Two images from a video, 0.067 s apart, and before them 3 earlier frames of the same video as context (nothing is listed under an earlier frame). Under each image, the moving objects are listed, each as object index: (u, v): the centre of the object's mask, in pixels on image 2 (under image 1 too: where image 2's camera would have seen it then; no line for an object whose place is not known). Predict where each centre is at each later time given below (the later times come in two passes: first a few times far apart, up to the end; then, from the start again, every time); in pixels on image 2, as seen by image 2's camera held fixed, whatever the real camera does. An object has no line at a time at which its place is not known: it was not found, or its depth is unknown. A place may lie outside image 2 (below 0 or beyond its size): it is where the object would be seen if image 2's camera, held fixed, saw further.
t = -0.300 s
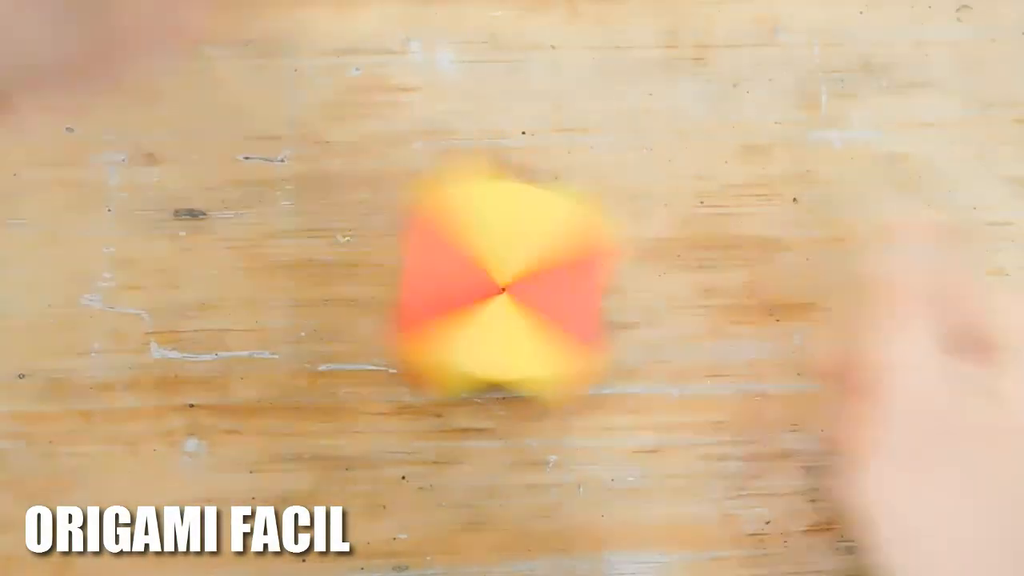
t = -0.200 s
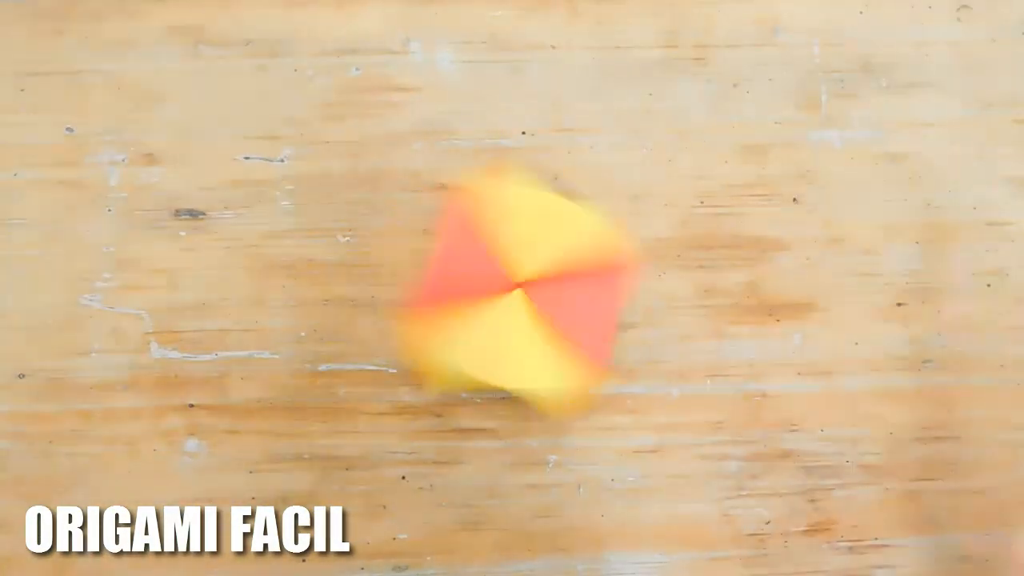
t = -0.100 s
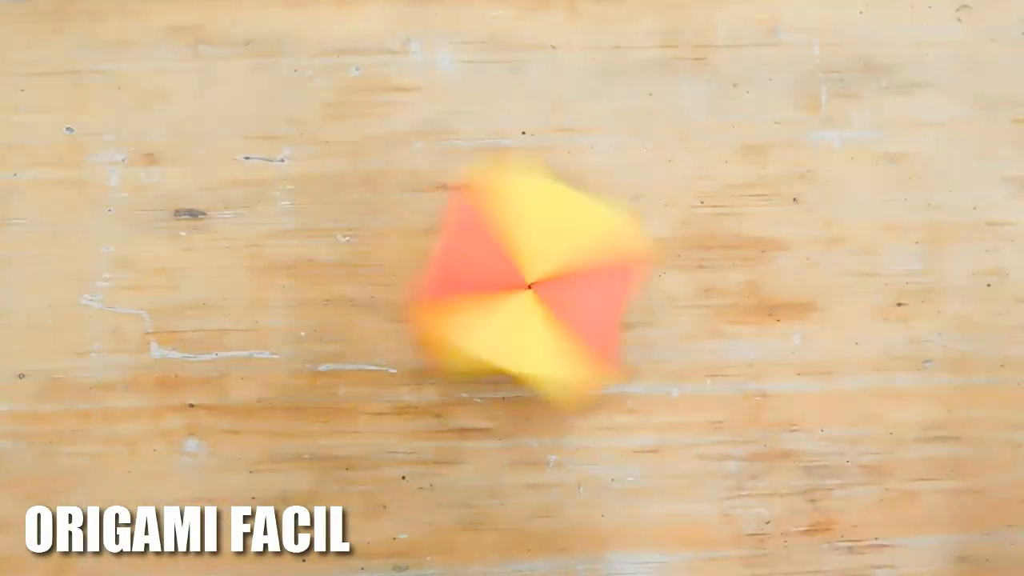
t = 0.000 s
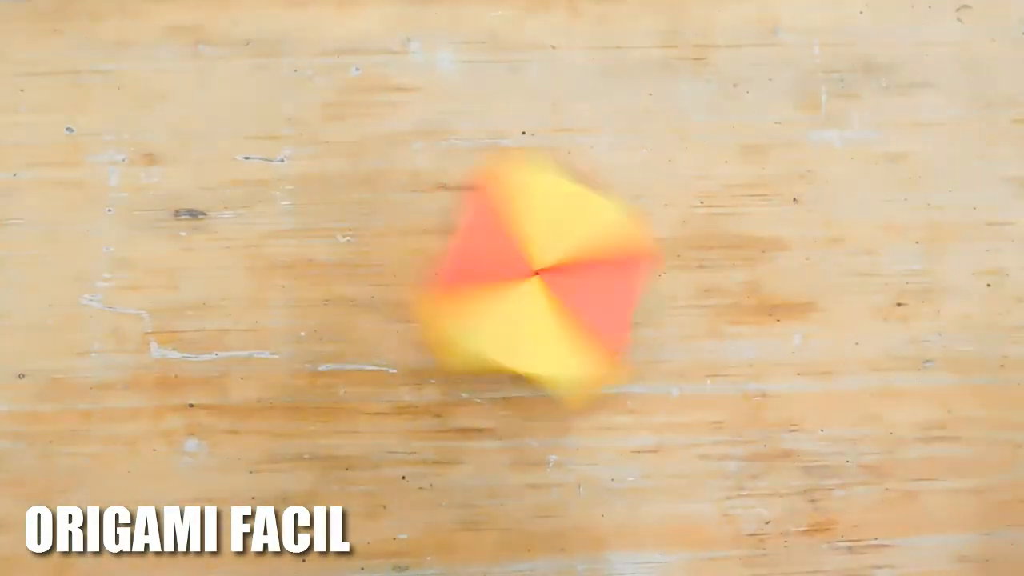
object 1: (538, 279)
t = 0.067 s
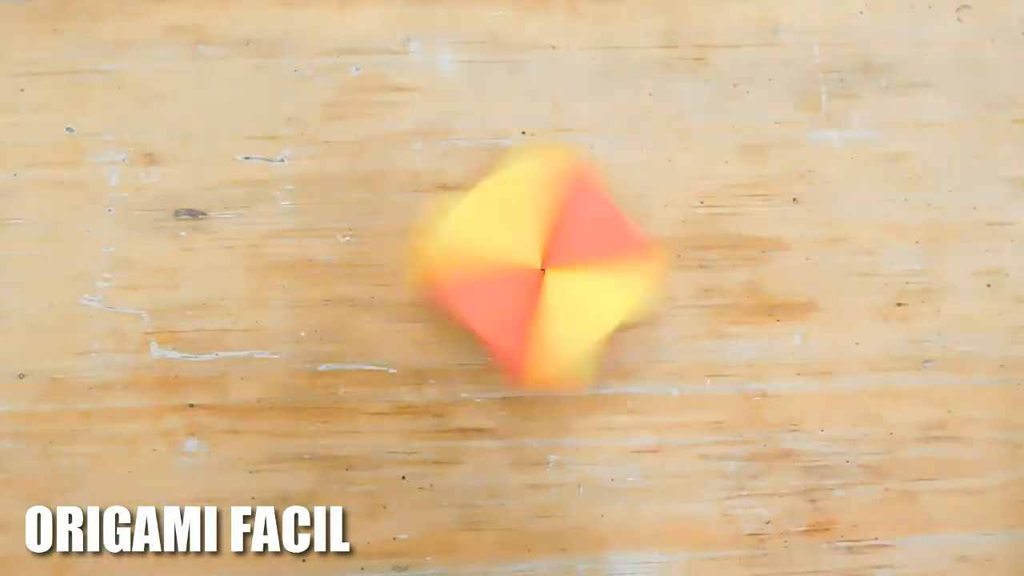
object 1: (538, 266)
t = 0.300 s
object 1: (541, 239)
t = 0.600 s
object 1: (526, 207)
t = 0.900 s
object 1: (485, 189)
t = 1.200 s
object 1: (460, 186)
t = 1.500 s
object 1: (438, 202)
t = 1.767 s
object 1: (427, 221)
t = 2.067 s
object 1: (427, 241)
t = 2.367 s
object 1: (430, 251)
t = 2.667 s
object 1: (440, 249)
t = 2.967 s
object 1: (445, 235)
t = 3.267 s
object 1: (441, 222)
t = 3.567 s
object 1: (431, 212)
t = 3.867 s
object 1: (415, 213)
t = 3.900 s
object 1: (415, 212)
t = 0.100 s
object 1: (542, 264)
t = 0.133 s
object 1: (542, 258)
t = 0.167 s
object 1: (547, 260)
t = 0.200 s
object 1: (544, 261)
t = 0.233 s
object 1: (539, 251)
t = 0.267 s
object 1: (540, 243)
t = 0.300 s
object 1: (541, 239)
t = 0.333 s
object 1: (541, 232)
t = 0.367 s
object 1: (544, 228)
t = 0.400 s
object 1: (541, 228)
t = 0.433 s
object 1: (534, 224)
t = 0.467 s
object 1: (531, 217)
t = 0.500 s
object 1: (531, 212)
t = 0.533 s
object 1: (529, 207)
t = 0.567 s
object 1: (526, 205)
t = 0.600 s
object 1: (526, 207)
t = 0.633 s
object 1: (519, 204)
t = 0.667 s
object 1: (513, 200)
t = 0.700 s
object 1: (510, 195)
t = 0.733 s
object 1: (510, 193)
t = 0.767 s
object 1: (505, 192)
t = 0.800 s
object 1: (504, 192)
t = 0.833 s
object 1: (499, 195)
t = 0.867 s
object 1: (492, 193)
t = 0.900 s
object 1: (485, 189)
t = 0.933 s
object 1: (484, 187)
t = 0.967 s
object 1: (483, 185)
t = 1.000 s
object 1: (480, 185)
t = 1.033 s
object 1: (480, 188)
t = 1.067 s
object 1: (475, 191)
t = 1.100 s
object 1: (468, 191)
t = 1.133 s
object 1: (462, 188)
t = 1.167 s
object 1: (461, 188)
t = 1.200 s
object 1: (460, 186)
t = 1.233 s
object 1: (458, 188)
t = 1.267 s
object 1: (458, 191)
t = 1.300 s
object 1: (452, 197)
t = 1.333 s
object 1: (448, 199)
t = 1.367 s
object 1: (440, 196)
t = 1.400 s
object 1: (439, 196)
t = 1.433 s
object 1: (439, 196)
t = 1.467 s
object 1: (439, 199)
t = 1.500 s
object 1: (438, 202)
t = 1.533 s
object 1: (435, 206)
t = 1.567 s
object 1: (432, 210)
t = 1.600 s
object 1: (426, 211)
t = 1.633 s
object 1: (425, 210)
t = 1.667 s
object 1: (425, 211)
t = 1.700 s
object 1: (427, 212)
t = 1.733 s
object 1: (427, 217)
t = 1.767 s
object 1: (427, 221)
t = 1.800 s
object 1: (425, 226)
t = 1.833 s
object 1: (422, 229)
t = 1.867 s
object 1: (420, 228)
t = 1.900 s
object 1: (421, 227)
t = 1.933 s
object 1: (422, 228)
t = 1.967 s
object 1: (425, 231)
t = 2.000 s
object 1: (425, 233)
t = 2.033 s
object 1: (428, 238)
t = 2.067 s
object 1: (427, 241)
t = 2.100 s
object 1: (425, 244)
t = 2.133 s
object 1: (422, 241)
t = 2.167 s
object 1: (424, 241)
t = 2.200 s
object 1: (428, 240)
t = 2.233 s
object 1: (429, 242)
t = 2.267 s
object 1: (431, 244)
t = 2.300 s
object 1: (434, 247)
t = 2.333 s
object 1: (433, 251)
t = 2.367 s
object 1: (430, 251)
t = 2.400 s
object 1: (430, 248)
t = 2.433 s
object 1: (430, 247)
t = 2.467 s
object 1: (434, 246)
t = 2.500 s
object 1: (438, 247)
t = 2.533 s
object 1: (441, 247)
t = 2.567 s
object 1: (445, 249)
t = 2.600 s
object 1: (444, 251)
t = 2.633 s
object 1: (443, 252)
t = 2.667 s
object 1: (440, 249)
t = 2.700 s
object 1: (442, 245)
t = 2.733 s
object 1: (444, 243)
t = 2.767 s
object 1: (448, 241)
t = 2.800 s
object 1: (448, 241)
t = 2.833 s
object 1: (451, 240)
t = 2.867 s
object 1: (450, 242)
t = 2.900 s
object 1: (449, 242)
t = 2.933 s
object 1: (445, 240)
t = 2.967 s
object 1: (445, 235)
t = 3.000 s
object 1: (446, 231)
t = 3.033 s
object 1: (448, 229)
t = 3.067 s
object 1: (450, 229)
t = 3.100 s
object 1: (450, 227)
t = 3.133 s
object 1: (452, 229)
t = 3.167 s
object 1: (450, 229)
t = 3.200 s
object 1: (447, 229)
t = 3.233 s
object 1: (443, 226)
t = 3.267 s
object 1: (441, 222)
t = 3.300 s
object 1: (443, 219)
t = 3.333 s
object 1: (443, 217)
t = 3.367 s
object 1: (443, 217)
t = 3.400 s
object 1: (443, 216)
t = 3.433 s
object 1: (443, 217)
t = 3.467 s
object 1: (440, 217)
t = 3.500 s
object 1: (437, 218)
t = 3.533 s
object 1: (433, 216)
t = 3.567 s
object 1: (431, 212)
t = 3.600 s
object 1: (430, 210)
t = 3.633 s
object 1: (430, 208)
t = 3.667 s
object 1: (429, 209)
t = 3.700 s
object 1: (428, 209)
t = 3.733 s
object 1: (428, 211)
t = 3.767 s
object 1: (425, 214)
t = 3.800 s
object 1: (423, 214)
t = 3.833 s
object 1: (418, 215)
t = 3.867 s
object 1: (415, 213)
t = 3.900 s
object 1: (415, 212)
